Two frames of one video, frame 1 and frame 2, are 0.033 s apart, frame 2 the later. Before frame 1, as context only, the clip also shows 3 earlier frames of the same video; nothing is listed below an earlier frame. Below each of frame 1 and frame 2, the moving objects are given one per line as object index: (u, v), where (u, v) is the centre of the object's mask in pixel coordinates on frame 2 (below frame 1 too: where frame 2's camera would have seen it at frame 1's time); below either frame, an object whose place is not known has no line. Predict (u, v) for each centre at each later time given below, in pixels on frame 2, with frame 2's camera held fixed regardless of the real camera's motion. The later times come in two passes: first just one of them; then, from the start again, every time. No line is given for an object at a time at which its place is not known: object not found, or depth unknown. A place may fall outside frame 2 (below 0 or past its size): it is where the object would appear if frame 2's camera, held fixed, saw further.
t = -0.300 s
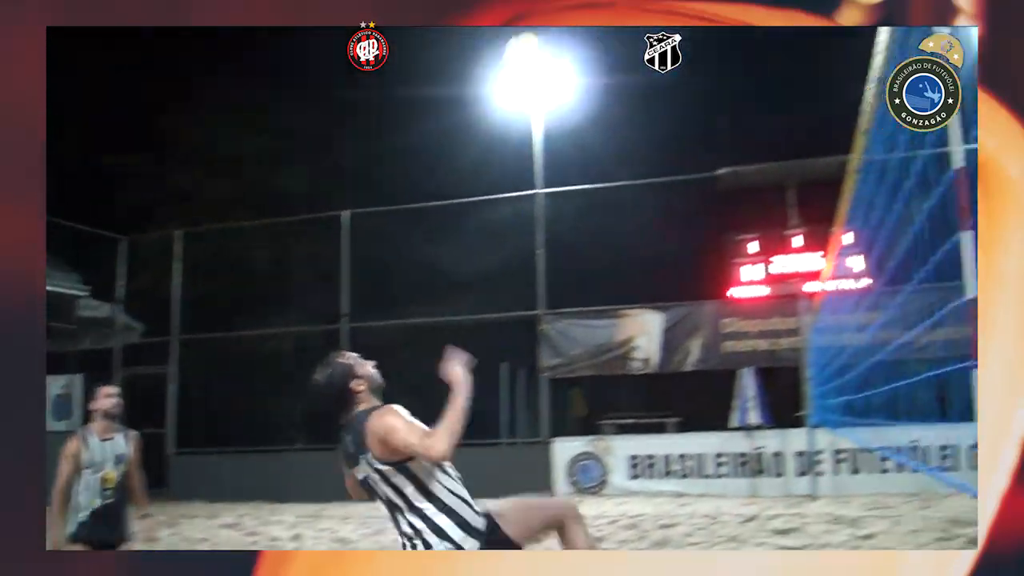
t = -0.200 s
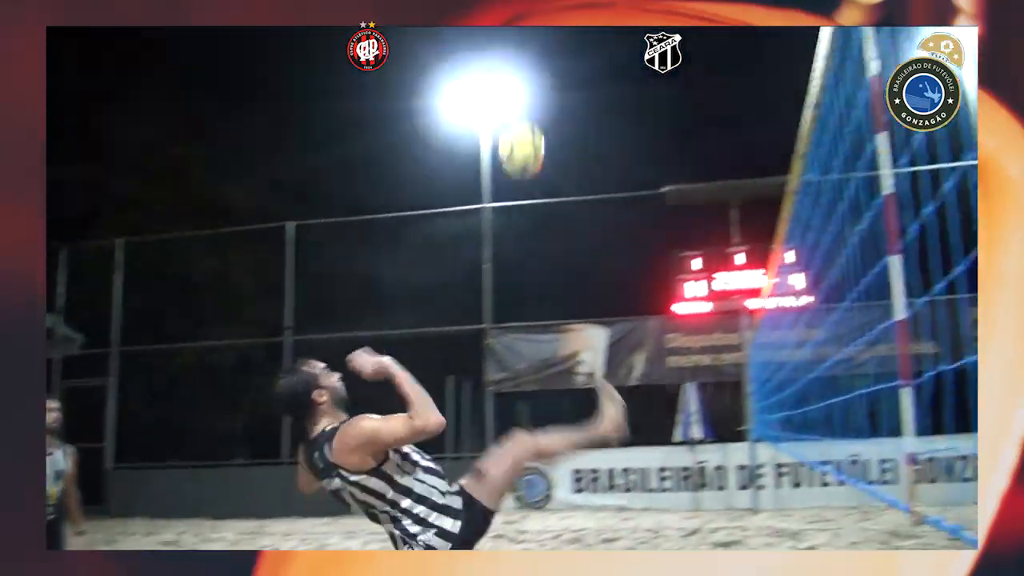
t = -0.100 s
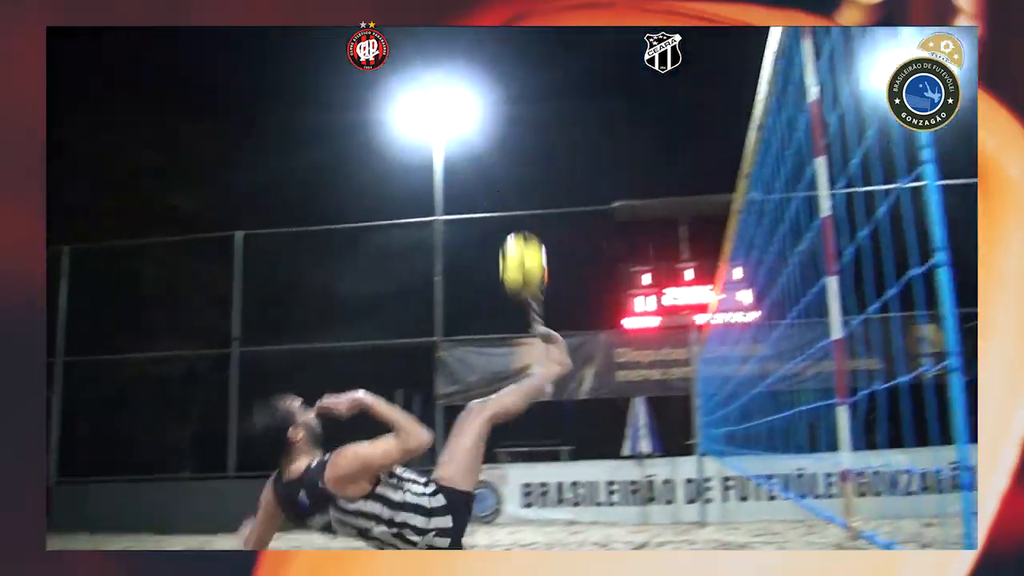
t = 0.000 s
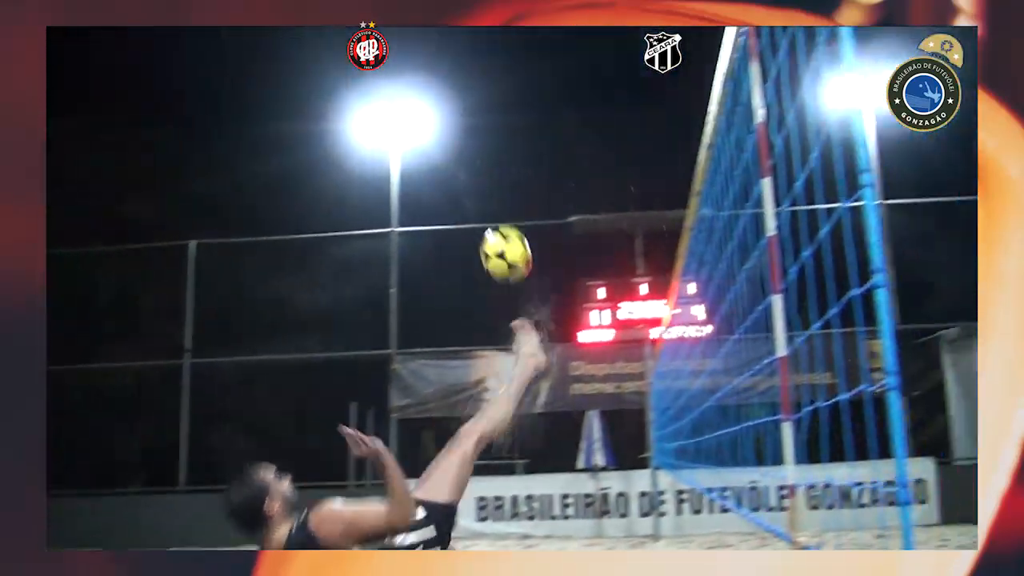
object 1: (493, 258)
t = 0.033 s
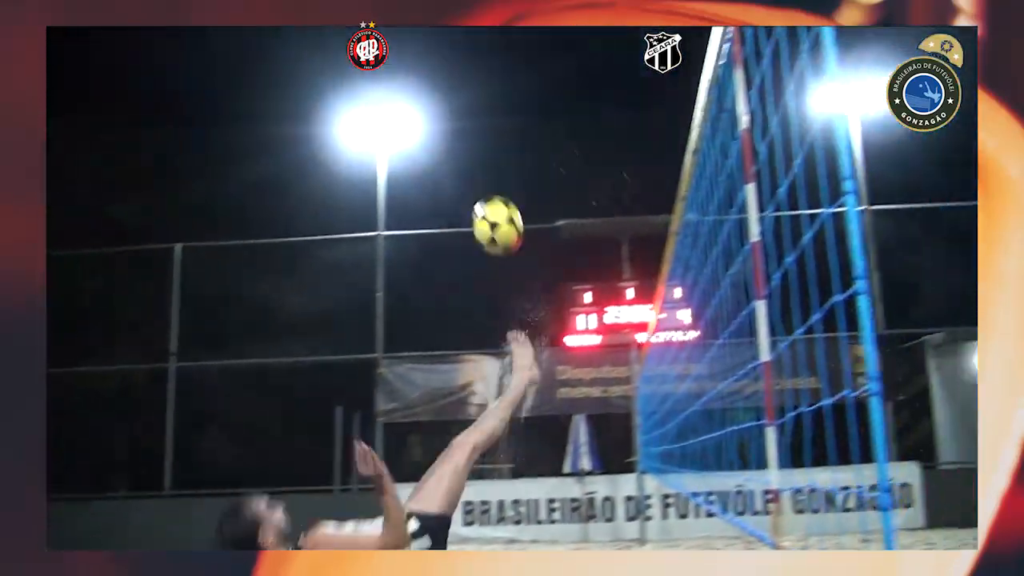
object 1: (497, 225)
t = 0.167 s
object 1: (516, 112)
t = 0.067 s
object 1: (502, 195)
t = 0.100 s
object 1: (506, 165)
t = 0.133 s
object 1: (511, 138)
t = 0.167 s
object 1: (516, 112)
